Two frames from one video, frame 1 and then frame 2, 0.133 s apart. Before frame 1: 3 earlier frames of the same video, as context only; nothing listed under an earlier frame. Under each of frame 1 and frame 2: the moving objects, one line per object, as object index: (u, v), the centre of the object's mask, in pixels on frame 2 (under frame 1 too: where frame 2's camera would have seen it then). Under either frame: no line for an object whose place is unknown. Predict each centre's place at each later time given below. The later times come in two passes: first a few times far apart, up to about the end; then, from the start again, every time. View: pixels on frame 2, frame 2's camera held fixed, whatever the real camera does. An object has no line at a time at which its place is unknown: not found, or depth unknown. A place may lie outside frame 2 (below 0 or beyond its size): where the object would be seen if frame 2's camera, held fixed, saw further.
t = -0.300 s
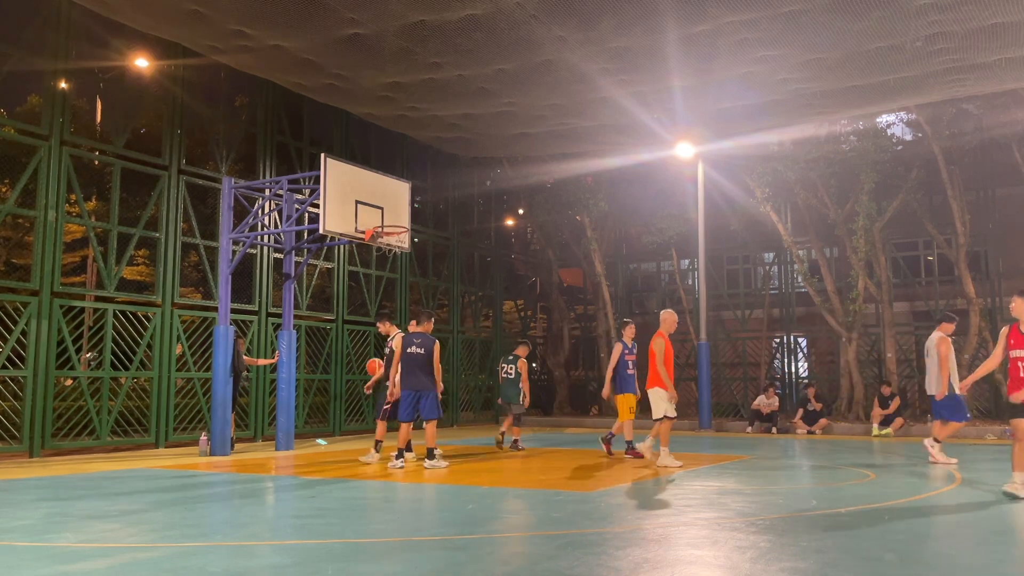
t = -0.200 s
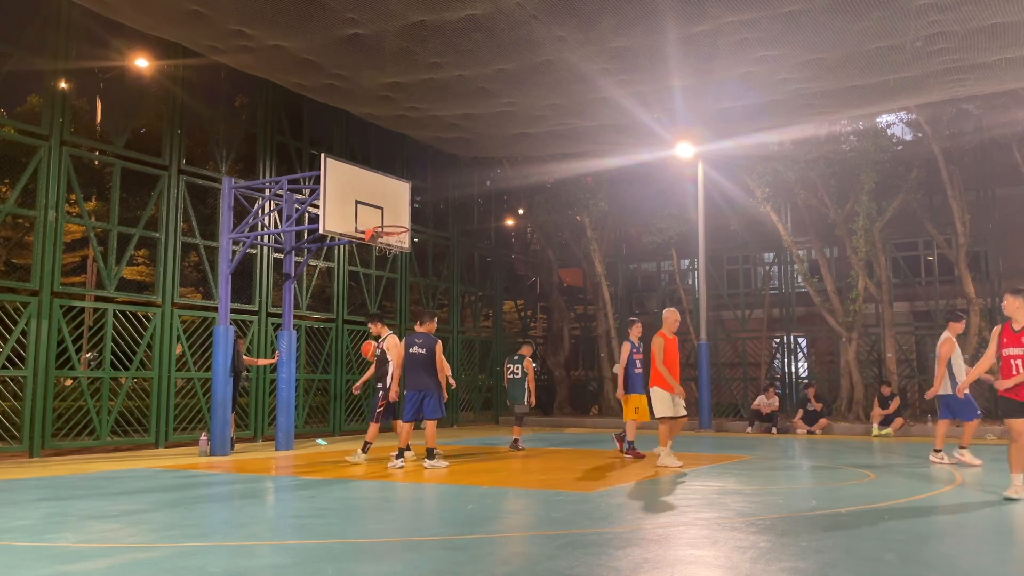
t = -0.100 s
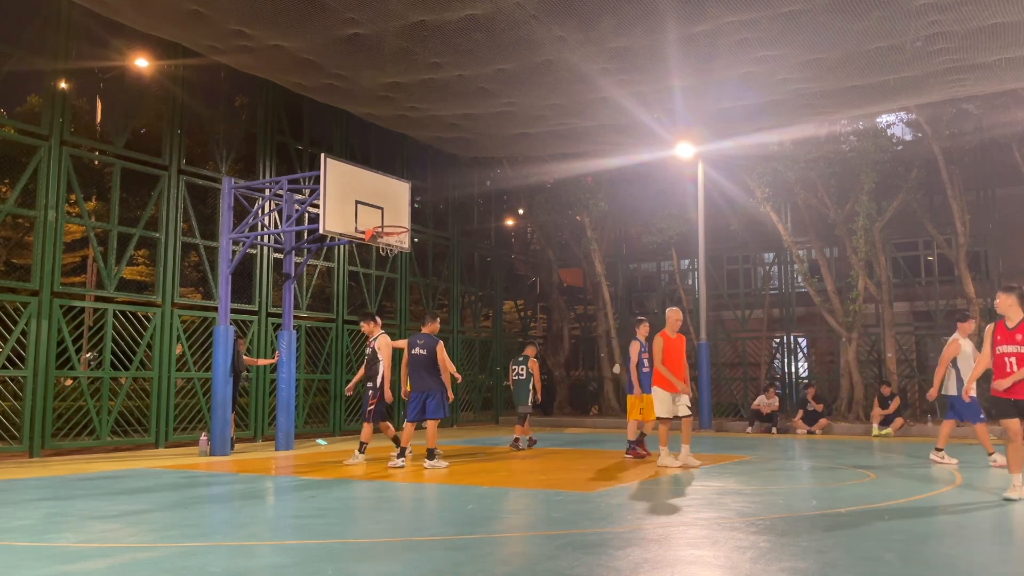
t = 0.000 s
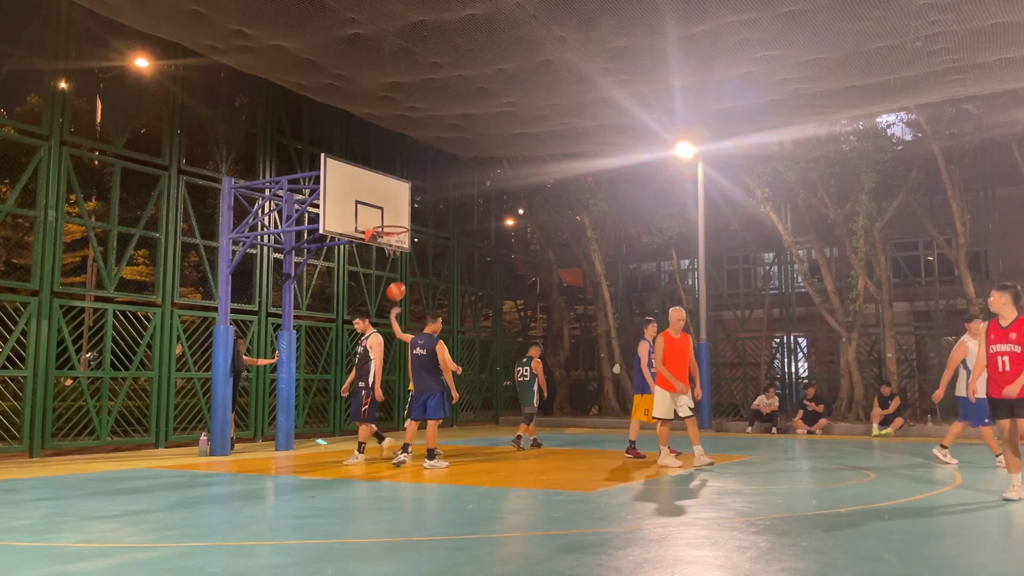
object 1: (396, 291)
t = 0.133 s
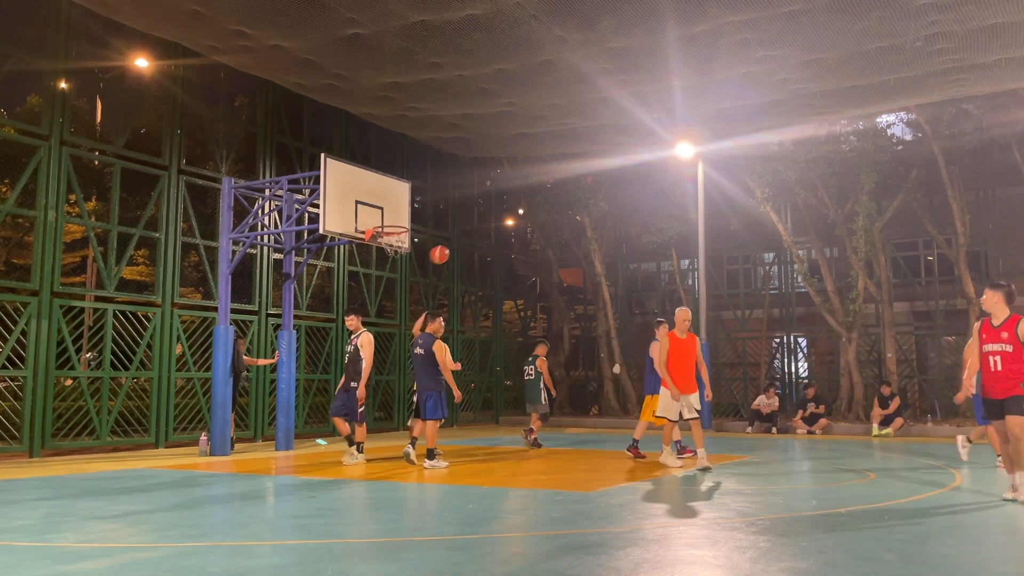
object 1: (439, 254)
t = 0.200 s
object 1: (462, 240)
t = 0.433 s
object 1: (541, 216)
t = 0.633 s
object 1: (613, 227)
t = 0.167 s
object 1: (450, 247)
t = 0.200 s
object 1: (462, 240)
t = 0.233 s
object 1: (473, 235)
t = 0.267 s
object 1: (484, 230)
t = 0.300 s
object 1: (495, 225)
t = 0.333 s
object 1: (506, 222)
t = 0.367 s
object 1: (518, 219)
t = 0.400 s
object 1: (529, 217)
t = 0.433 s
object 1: (541, 216)
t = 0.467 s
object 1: (553, 216)
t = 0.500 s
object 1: (565, 216)
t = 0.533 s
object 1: (577, 218)
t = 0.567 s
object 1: (589, 220)
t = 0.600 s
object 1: (601, 223)
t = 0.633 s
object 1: (613, 227)
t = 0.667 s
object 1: (626, 232)
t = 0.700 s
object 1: (638, 237)
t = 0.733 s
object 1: (651, 244)
